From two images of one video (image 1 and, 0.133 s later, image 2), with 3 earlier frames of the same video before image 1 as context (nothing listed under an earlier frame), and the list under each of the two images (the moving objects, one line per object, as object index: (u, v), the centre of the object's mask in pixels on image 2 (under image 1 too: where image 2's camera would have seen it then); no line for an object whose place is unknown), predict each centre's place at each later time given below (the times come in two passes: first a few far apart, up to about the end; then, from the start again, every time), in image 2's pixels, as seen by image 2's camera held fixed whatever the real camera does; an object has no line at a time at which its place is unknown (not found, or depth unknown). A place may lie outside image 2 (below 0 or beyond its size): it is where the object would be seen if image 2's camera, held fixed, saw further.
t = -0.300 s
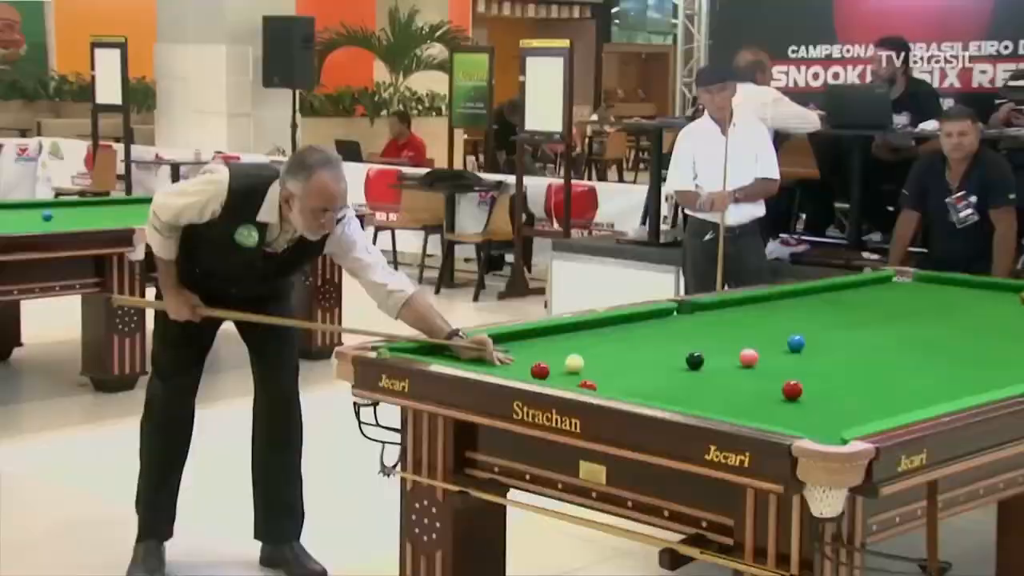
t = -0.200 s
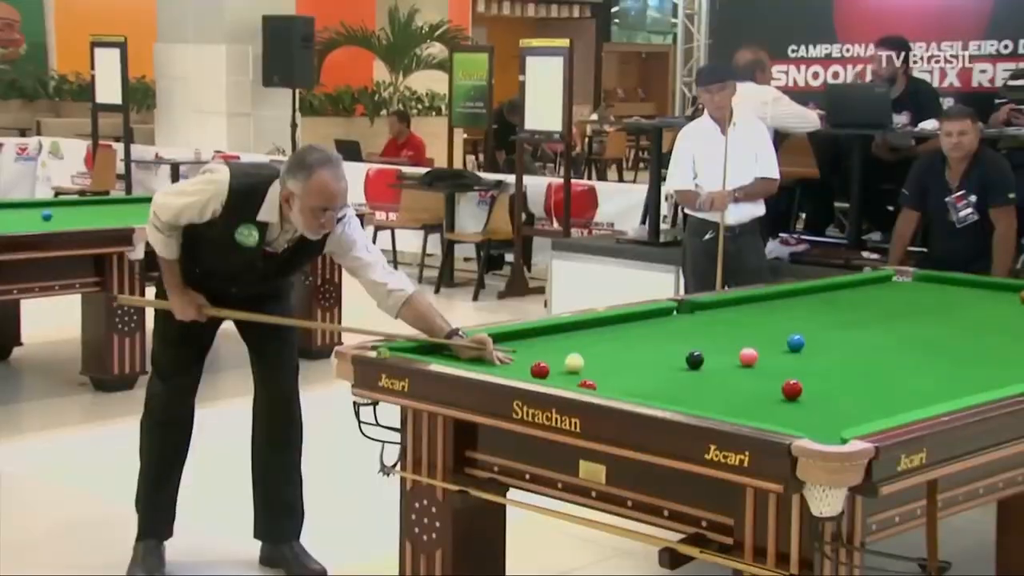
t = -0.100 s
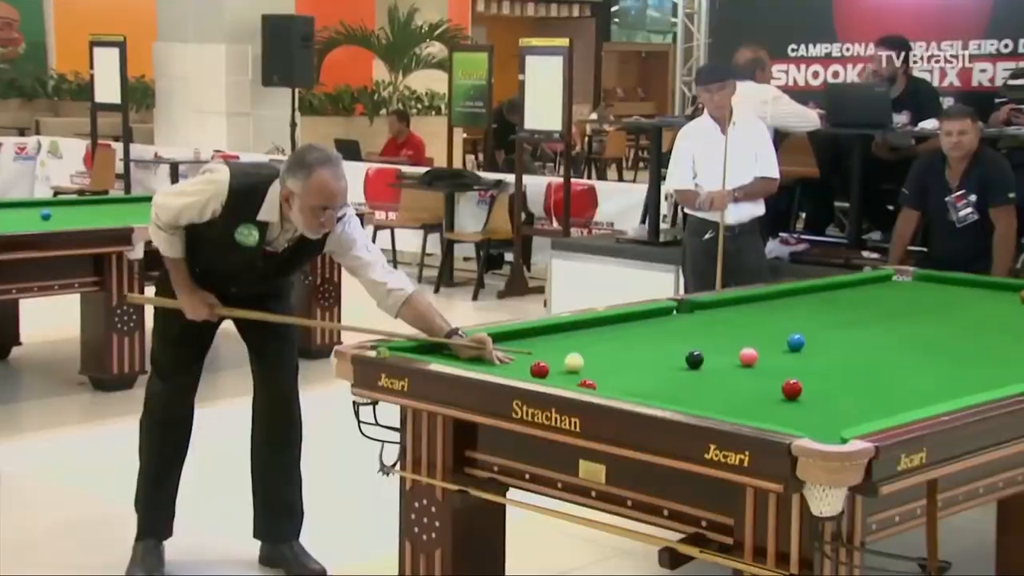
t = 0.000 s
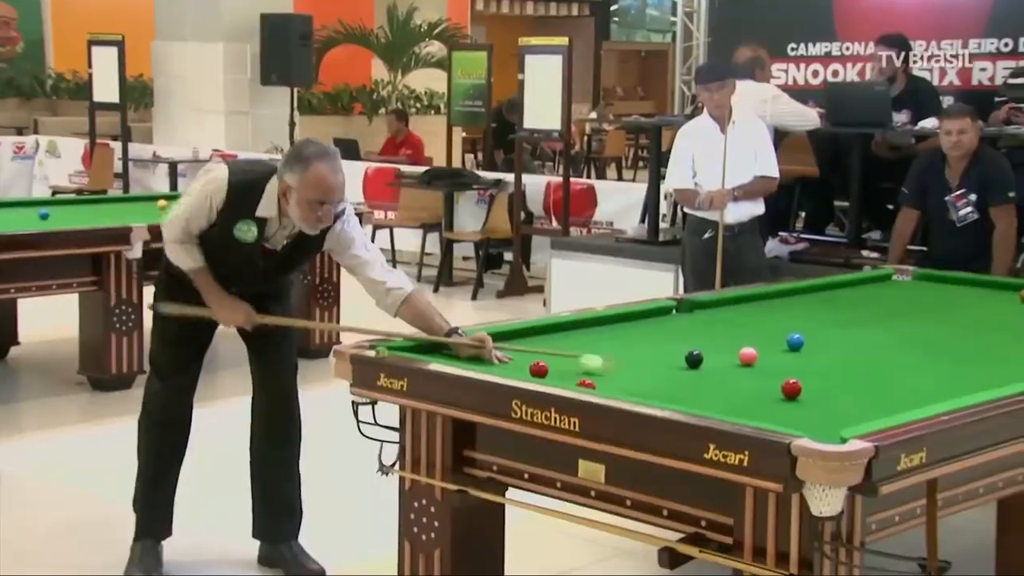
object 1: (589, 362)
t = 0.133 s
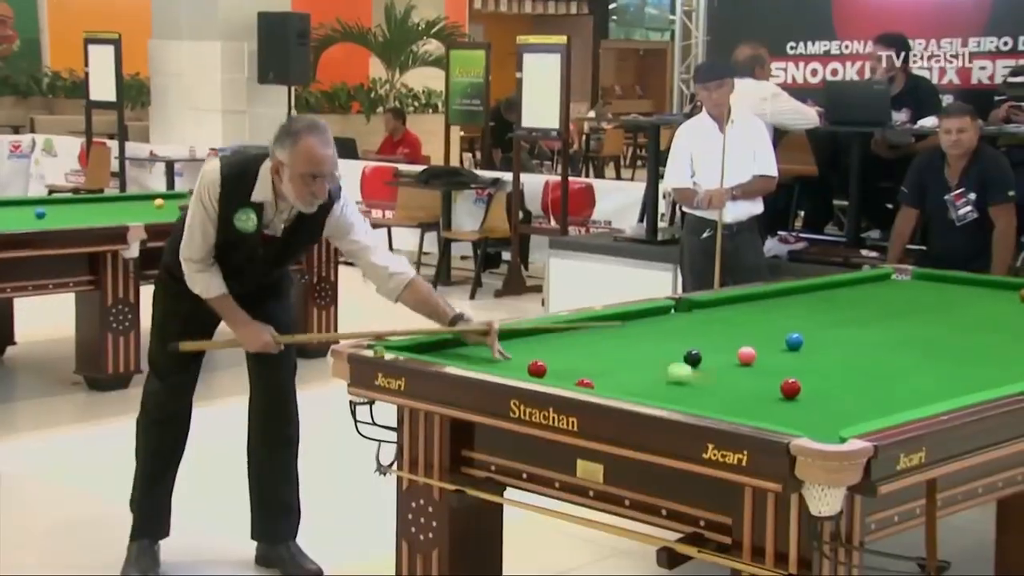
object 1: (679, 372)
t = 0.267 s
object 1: (774, 381)
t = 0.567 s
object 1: (952, 384)
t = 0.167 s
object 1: (704, 374)
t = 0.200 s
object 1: (727, 377)
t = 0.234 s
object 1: (751, 380)
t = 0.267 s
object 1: (774, 381)
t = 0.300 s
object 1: (797, 378)
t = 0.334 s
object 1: (816, 381)
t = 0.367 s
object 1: (834, 382)
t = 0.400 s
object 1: (853, 383)
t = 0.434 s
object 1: (873, 383)
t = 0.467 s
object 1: (893, 384)
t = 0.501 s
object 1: (912, 384)
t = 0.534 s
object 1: (932, 384)
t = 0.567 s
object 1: (952, 384)
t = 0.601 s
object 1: (972, 383)
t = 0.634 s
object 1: (991, 382)
